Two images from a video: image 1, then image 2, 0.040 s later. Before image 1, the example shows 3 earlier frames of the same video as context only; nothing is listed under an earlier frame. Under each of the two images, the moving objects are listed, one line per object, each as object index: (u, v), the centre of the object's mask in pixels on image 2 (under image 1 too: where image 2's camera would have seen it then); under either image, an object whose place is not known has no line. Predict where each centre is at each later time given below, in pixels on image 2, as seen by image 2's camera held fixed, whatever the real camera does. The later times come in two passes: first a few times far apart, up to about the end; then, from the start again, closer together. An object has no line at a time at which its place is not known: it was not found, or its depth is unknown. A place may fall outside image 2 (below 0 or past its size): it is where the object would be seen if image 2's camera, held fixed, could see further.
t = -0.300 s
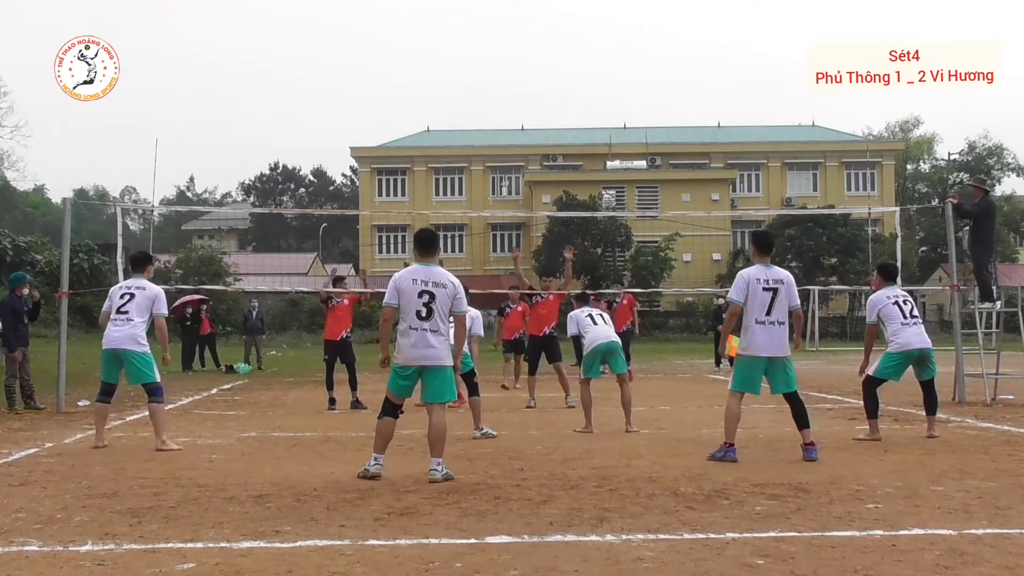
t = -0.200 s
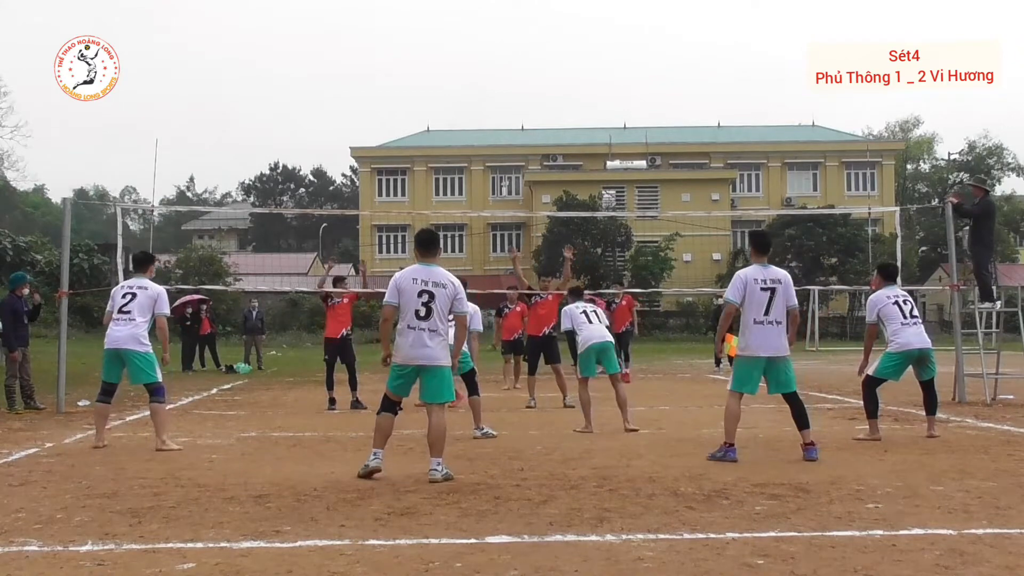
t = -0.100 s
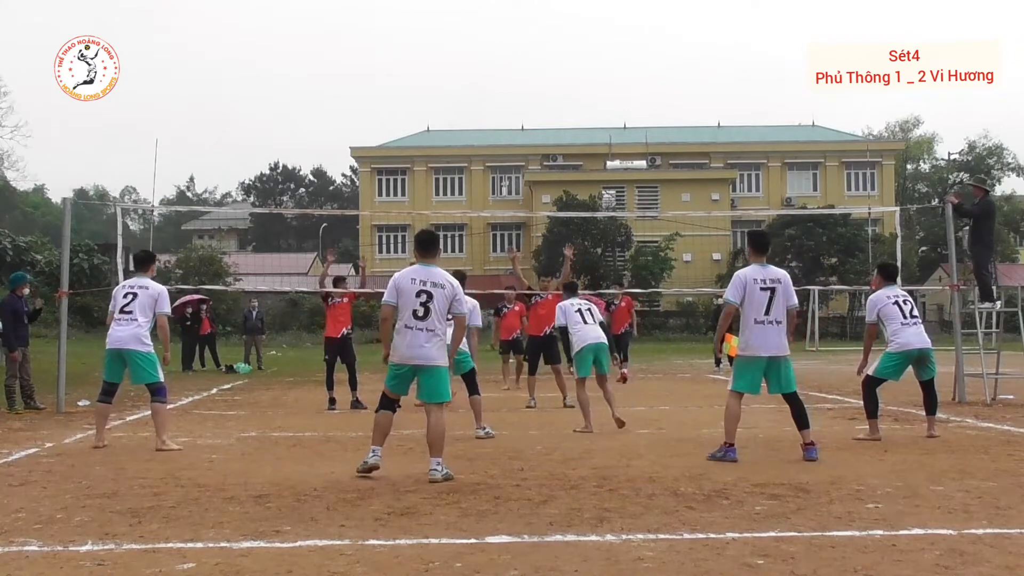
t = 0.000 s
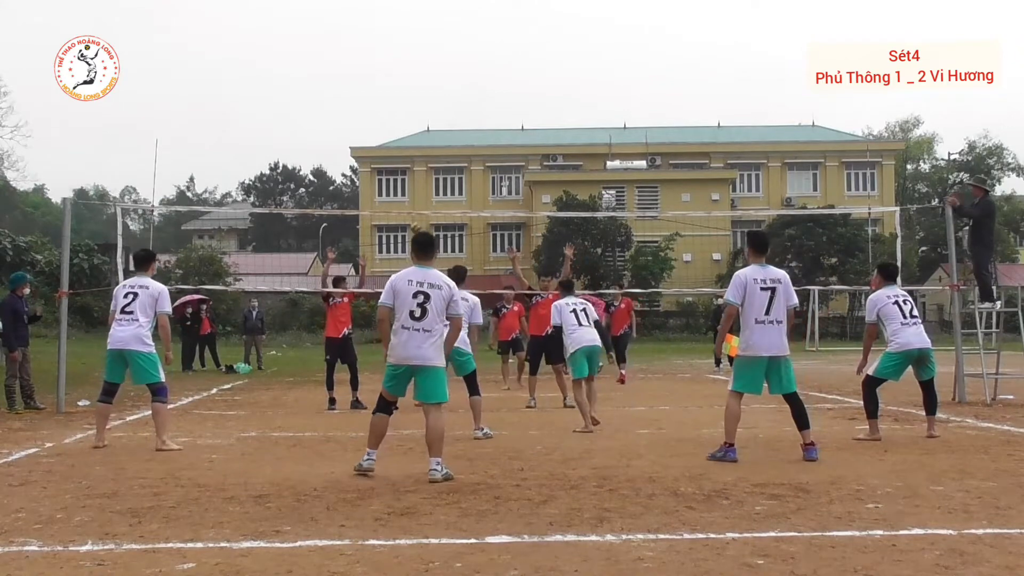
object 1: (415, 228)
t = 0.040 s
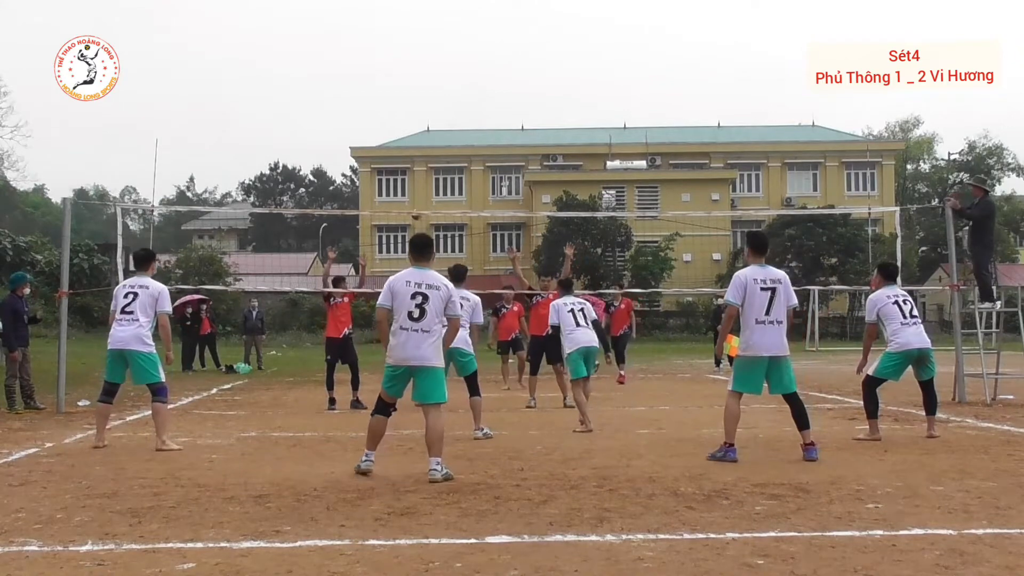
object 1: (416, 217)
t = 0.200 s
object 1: (420, 164)
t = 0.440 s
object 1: (427, 102)
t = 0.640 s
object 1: (433, 69)
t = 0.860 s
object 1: (441, 61)
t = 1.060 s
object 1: (448, 89)
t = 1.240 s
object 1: (455, 158)
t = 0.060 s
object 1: (417, 207)
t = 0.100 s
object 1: (417, 195)
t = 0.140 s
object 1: (418, 183)
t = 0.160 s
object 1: (419, 176)
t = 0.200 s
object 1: (420, 164)
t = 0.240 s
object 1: (421, 153)
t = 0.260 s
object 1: (421, 147)
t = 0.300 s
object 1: (423, 136)
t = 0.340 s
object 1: (424, 125)
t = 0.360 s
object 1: (425, 120)
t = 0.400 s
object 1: (426, 111)
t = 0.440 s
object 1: (427, 102)
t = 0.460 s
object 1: (428, 97)
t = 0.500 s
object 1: (429, 90)
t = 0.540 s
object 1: (430, 83)
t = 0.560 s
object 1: (431, 79)
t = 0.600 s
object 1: (432, 74)
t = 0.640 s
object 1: (433, 69)
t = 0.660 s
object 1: (434, 67)
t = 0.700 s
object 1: (435, 64)
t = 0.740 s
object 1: (436, 61)
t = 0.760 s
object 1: (437, 61)
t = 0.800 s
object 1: (439, 60)
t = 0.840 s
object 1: (440, 60)
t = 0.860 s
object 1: (441, 61)
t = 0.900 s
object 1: (442, 63)
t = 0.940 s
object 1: (444, 67)
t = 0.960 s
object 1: (444, 70)
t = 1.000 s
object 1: (446, 76)
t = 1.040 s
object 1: (447, 84)
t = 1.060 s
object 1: (448, 89)
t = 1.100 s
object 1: (450, 101)
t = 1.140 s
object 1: (451, 114)
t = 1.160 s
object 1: (452, 122)
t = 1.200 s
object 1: (453, 140)
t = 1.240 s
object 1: (455, 158)
